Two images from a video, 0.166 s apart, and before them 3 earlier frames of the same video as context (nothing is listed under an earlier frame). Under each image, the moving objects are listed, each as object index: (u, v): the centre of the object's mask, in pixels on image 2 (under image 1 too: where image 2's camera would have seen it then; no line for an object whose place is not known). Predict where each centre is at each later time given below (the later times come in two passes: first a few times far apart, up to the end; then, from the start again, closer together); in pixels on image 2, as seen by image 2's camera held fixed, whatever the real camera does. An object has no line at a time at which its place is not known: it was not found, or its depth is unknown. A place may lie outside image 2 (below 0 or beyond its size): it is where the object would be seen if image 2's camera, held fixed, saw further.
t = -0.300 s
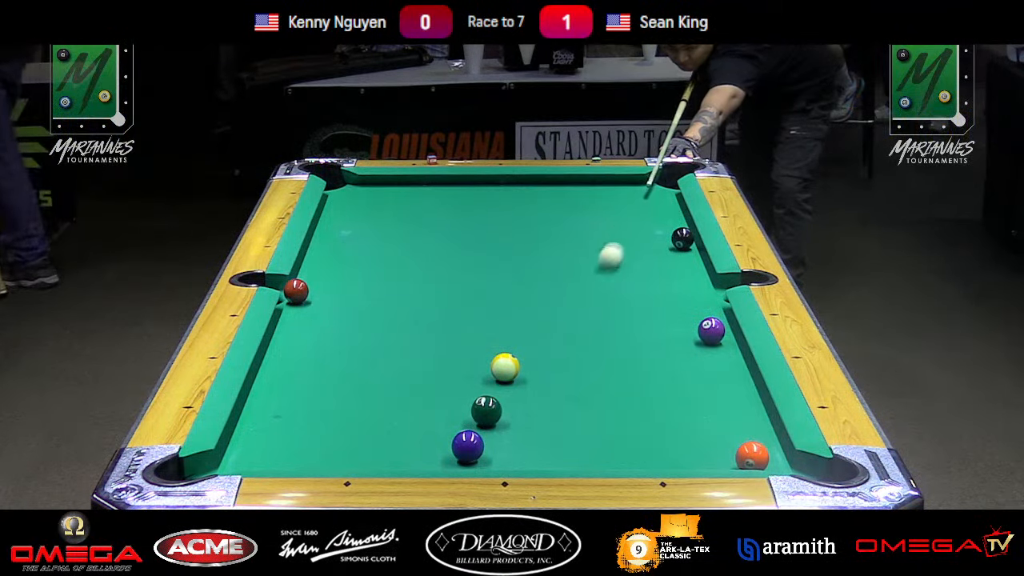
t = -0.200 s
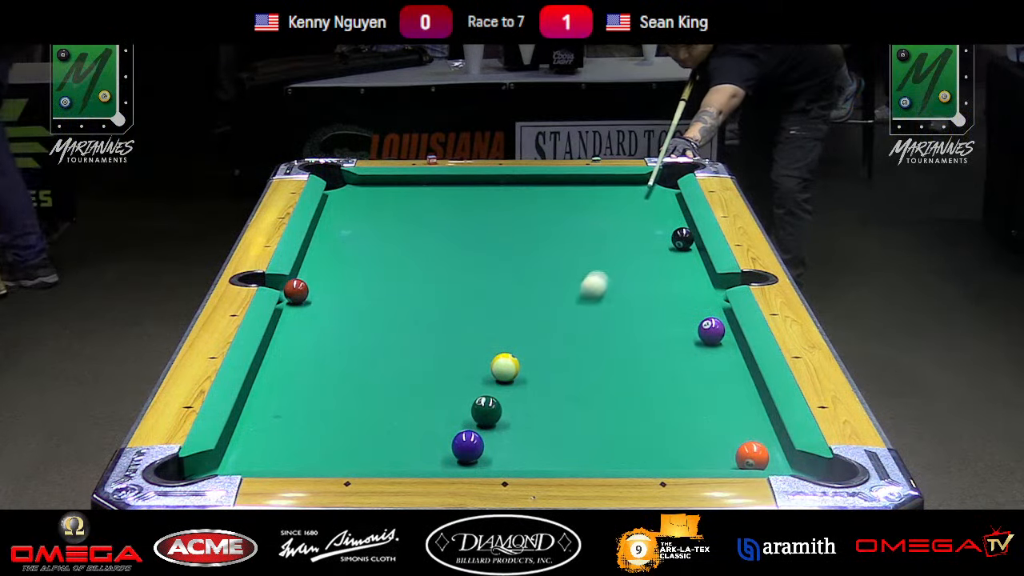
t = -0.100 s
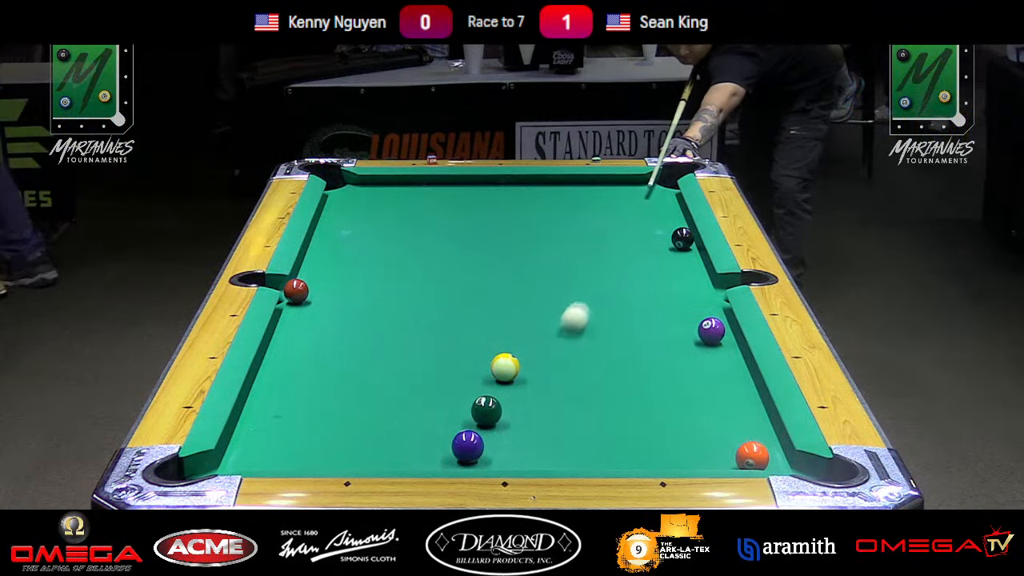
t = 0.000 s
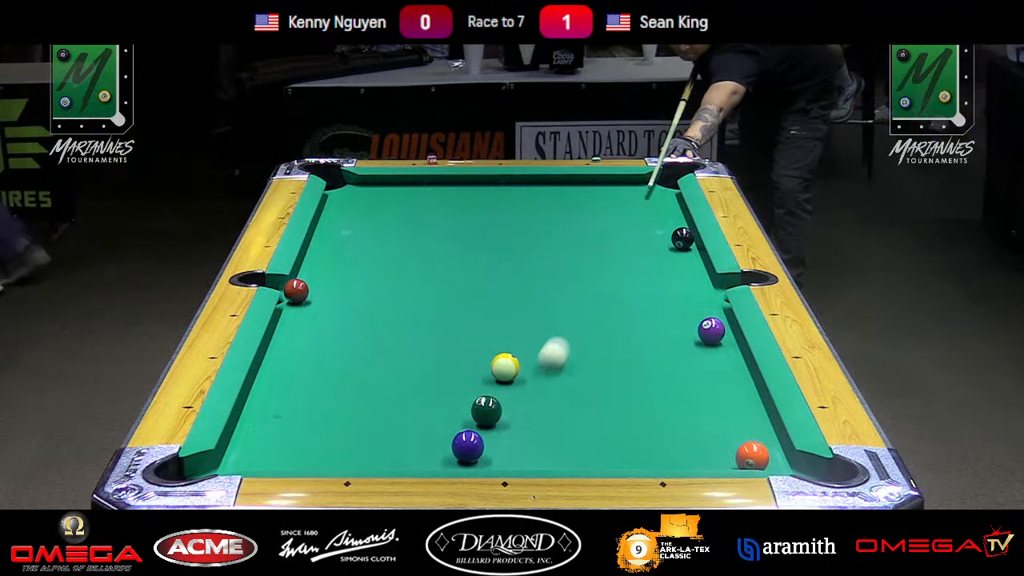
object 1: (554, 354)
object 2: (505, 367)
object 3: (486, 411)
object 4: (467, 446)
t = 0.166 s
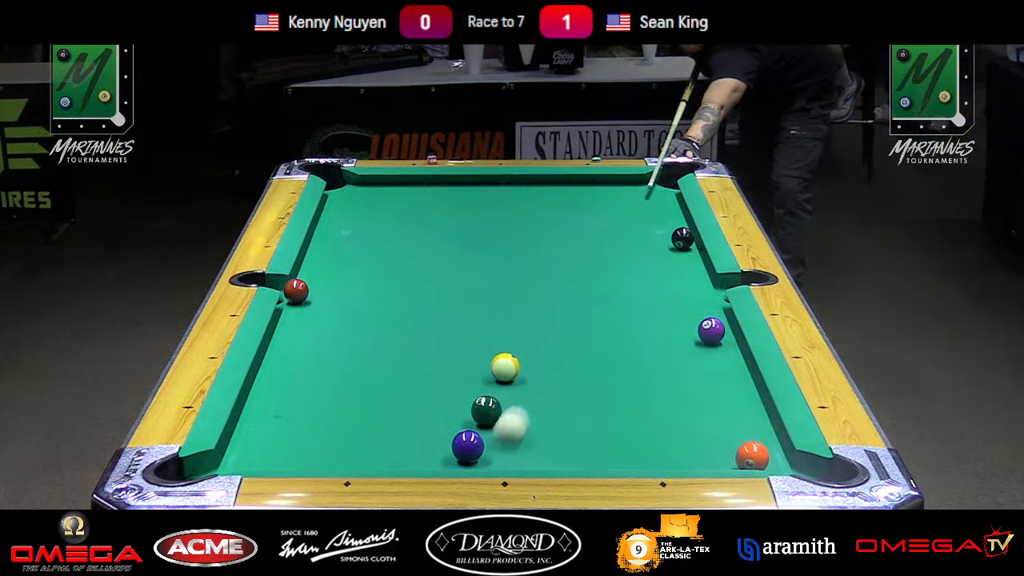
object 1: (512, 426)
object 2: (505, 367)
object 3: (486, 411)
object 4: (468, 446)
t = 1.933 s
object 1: (337, 333)
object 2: (511, 273)
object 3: (558, 346)
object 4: (278, 451)
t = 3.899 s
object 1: (460, 299)
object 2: (507, 216)
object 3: (566, 340)
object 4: (333, 452)
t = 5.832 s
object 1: (468, 296)
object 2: (505, 206)
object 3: (566, 339)
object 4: (334, 452)
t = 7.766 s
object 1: (468, 296)
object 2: (505, 206)
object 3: (566, 339)
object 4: (333, 451)
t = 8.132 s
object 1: (468, 296)
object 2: (505, 206)
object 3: (566, 339)
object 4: (333, 451)
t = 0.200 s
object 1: (503, 443)
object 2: (505, 367)
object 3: (486, 411)
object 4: (467, 446)
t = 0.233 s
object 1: (500, 455)
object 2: (505, 367)
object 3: (486, 411)
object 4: (459, 445)
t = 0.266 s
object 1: (496, 456)
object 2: (505, 367)
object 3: (486, 411)
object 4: (451, 446)
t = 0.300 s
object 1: (491, 449)
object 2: (505, 367)
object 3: (486, 411)
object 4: (443, 445)
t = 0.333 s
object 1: (486, 438)
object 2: (505, 367)
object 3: (486, 408)
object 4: (436, 446)
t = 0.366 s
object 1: (481, 427)
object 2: (505, 367)
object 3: (489, 406)
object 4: (429, 447)
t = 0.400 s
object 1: (474, 422)
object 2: (505, 367)
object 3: (490, 403)
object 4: (422, 447)
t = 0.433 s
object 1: (465, 420)
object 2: (505, 367)
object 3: (492, 399)
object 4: (415, 447)
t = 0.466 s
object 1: (456, 418)
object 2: (505, 366)
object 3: (496, 393)
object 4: (408, 447)
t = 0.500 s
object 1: (448, 415)
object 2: (506, 364)
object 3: (499, 387)
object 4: (401, 448)
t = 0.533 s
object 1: (440, 412)
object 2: (506, 362)
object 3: (502, 382)
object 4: (394, 448)
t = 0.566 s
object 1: (432, 410)
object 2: (505, 359)
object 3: (504, 378)
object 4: (387, 448)
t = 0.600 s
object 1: (425, 407)
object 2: (506, 357)
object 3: (506, 377)
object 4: (380, 448)
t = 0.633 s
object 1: (417, 404)
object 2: (506, 354)
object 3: (508, 376)
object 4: (374, 448)
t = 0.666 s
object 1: (409, 402)
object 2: (506, 353)
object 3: (510, 375)
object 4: (367, 448)
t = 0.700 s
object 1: (402, 399)
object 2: (506, 350)
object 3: (512, 374)
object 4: (360, 448)
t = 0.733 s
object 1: (395, 397)
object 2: (507, 348)
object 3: (513, 373)
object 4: (354, 448)
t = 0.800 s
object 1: (380, 391)
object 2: (507, 344)
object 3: (516, 372)
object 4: (341, 449)
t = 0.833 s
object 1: (373, 389)
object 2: (508, 341)
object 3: (518, 371)
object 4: (335, 449)
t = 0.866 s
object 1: (366, 387)
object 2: (508, 339)
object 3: (521, 369)
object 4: (328, 449)
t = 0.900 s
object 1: (359, 384)
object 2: (508, 336)
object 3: (522, 368)
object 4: (322, 449)
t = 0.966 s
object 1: (346, 379)
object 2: (509, 331)
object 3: (526, 366)
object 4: (309, 449)
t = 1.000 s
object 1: (339, 377)
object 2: (509, 329)
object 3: (527, 365)
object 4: (303, 449)
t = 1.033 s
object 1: (333, 374)
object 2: (509, 326)
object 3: (529, 364)
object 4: (297, 449)
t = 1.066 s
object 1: (327, 373)
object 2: (510, 324)
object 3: (530, 363)
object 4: (291, 449)
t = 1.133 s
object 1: (314, 368)
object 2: (510, 320)
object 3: (533, 362)
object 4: (279, 449)
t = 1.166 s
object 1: (308, 366)
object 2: (510, 317)
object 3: (535, 360)
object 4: (273, 450)
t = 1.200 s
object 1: (301, 363)
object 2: (510, 315)
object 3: (536, 359)
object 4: (267, 450)
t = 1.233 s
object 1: (296, 361)
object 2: (510, 312)
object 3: (537, 359)
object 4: (262, 449)
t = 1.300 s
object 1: (284, 356)
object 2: (510, 308)
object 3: (540, 358)
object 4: (250, 449)
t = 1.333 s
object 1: (278, 354)
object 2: (510, 306)
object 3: (541, 357)
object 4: (244, 449)
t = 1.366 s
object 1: (272, 352)
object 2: (510, 304)
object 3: (542, 356)
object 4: (239, 450)
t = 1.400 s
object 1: (274, 351)
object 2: (511, 302)
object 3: (543, 355)
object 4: (233, 450)
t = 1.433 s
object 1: (278, 349)
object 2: (511, 300)
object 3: (544, 355)
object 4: (232, 450)
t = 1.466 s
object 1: (283, 348)
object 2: (511, 298)
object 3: (546, 354)
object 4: (235, 450)
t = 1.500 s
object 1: (288, 348)
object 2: (511, 296)
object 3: (547, 353)
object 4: (238, 450)
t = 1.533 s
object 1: (291, 346)
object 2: (511, 294)
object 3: (548, 353)
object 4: (242, 450)
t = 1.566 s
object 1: (296, 345)
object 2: (511, 293)
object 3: (549, 352)
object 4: (245, 450)
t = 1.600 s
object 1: (299, 344)
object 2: (511, 290)
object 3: (550, 351)
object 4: (249, 451)
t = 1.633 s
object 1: (304, 343)
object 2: (511, 289)
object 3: (551, 351)
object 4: (252, 451)
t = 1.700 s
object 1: (311, 340)
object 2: (511, 285)
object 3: (553, 349)
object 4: (258, 451)
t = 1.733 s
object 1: (315, 339)
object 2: (511, 283)
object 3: (553, 349)
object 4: (261, 451)
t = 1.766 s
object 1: (319, 338)
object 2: (511, 282)
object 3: (554, 348)
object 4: (264, 451)
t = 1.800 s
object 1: (323, 337)
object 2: (511, 280)
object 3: (555, 348)
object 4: (267, 451)
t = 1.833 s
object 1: (326, 336)
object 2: (511, 278)
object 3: (556, 347)
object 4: (270, 451)
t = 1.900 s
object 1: (334, 334)
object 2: (511, 275)
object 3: (557, 346)
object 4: (275, 451)
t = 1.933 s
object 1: (337, 333)
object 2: (511, 273)
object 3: (558, 346)
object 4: (278, 451)
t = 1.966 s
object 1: (341, 332)
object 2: (511, 272)
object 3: (558, 346)
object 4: (280, 452)
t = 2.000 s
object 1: (344, 331)
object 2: (511, 270)
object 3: (559, 345)
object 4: (283, 452)
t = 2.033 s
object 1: (347, 331)
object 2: (511, 268)
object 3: (559, 345)
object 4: (285, 452)
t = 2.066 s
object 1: (351, 330)
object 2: (510, 267)
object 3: (560, 344)
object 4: (288, 452)
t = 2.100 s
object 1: (354, 329)
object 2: (510, 266)
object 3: (560, 344)
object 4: (290, 452)
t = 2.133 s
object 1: (357, 328)
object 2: (510, 264)
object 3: (561, 344)
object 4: (292, 452)
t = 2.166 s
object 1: (361, 327)
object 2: (510, 263)
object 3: (561, 343)
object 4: (295, 452)
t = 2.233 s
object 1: (367, 325)
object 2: (509, 260)
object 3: (562, 343)
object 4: (299, 452)
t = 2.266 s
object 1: (370, 324)
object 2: (509, 259)
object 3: (563, 342)
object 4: (301, 452)
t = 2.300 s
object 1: (373, 323)
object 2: (509, 257)
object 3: (563, 342)
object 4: (303, 452)
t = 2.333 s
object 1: (376, 323)
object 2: (509, 256)
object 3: (563, 342)
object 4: (305, 452)
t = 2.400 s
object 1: (381, 321)
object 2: (509, 253)
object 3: (564, 341)
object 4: (309, 452)
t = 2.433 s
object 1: (384, 321)
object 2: (509, 252)
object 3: (564, 341)
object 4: (310, 452)
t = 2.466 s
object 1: (387, 320)
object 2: (509, 251)
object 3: (565, 341)
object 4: (312, 452)
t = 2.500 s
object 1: (389, 319)
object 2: (509, 250)
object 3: (565, 341)
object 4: (314, 452)
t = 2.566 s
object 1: (395, 318)
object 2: (509, 248)
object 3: (565, 340)
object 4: (317, 452)
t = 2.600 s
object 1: (397, 317)
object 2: (509, 247)
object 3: (565, 340)
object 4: (318, 452)
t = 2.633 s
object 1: (399, 316)
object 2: (509, 246)
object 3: (565, 340)
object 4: (320, 452)
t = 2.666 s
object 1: (402, 315)
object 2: (509, 244)
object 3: (565, 340)
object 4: (321, 452)
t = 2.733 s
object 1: (407, 314)
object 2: (509, 242)
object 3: (565, 340)
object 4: (323, 452)
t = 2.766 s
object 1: (409, 314)
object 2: (509, 241)
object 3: (566, 340)
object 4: (324, 452)
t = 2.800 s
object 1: (411, 313)
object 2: (509, 240)
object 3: (566, 340)
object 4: (325, 452)
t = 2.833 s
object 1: (413, 312)
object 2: (509, 239)
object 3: (566, 340)
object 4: (326, 452)
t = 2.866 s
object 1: (415, 312)
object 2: (509, 238)
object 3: (566, 340)
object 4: (327, 451)
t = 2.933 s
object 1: (419, 311)
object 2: (509, 236)
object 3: (566, 340)
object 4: (329, 452)
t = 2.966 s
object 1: (422, 310)
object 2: (509, 235)
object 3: (566, 340)
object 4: (330, 451)
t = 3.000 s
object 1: (424, 309)
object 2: (509, 234)
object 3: (566, 340)
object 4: (330, 452)
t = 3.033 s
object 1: (425, 309)
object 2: (509, 233)
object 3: (566, 340)
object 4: (331, 452)
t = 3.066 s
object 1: (427, 309)
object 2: (509, 232)
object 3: (566, 340)
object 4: (332, 451)
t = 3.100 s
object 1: (429, 308)
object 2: (509, 232)
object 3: (566, 340)
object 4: (332, 451)
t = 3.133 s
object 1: (431, 307)
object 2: (509, 231)
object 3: (566, 340)
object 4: (332, 451)
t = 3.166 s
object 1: (433, 307)
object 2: (509, 230)
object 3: (566, 340)
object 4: (333, 451)
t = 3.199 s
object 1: (435, 307)
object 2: (509, 229)
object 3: (566, 340)
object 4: (333, 451)
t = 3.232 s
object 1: (436, 306)
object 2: (509, 228)
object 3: (566, 340)
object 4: (334, 451)
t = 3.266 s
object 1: (438, 306)
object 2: (509, 227)
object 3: (566, 340)
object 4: (334, 451)
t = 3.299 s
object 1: (439, 305)
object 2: (509, 227)
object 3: (566, 340)
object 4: (334, 451)
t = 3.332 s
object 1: (441, 305)
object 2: (509, 226)
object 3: (566, 340)
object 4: (334, 451)
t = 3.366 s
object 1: (442, 304)
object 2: (509, 225)
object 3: (566, 340)
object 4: (334, 452)
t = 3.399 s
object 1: (444, 304)
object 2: (509, 224)
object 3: (566, 340)
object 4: (334, 451)
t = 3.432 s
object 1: (445, 303)
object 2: (508, 224)
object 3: (566, 340)
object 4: (334, 451)
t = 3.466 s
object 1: (446, 303)
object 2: (508, 223)
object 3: (566, 340)
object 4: (334, 451)
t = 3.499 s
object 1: (448, 303)
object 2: (508, 222)
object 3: (566, 340)
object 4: (334, 451)
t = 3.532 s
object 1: (449, 303)
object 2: (508, 222)
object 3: (566, 340)
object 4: (334, 451)
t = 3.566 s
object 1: (450, 302)
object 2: (508, 221)
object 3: (566, 340)
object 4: (334, 451)
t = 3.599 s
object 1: (452, 302)
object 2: (508, 220)
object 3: (566, 340)
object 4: (333, 451)
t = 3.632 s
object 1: (453, 302)
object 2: (508, 220)
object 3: (566, 340)
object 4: (333, 451)
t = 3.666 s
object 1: (454, 301)
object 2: (507, 219)
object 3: (566, 340)
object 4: (333, 451)
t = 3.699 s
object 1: (455, 301)
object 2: (507, 219)
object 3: (566, 340)
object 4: (333, 451)
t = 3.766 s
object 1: (457, 300)
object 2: (507, 218)
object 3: (566, 340)
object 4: (333, 451)
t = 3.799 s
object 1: (457, 300)
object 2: (507, 217)
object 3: (566, 340)
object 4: (333, 451)
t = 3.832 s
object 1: (458, 300)
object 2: (507, 217)
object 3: (566, 340)
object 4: (333, 451)
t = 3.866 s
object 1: (459, 300)
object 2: (507, 216)
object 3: (566, 340)
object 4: (333, 451)
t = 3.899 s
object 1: (460, 299)
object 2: (507, 216)
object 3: (566, 340)
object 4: (333, 452)
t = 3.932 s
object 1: (461, 299)
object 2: (507, 215)
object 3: (566, 340)
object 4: (333, 451)
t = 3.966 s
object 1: (462, 299)
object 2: (507, 215)
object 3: (566, 340)
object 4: (333, 451)
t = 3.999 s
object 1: (463, 299)
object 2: (507, 214)
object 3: (566, 340)
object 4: (333, 451)
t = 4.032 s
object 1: (463, 298)
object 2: (507, 214)
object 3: (566, 340)
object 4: (333, 451)
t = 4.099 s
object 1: (464, 298)
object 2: (507, 213)
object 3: (566, 340)
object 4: (333, 452)
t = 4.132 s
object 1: (465, 298)
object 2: (507, 212)
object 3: (566, 340)
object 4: (333, 451)
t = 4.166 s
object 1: (465, 298)
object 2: (507, 212)
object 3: (566, 340)
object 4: (333, 451)
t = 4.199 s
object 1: (466, 298)
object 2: (507, 212)
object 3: (566, 340)
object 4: (333, 451)
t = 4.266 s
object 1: (467, 297)
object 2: (506, 211)
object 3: (566, 340)
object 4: (333, 451)
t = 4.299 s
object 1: (467, 297)
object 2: (506, 211)
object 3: (566, 340)
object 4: (333, 452)
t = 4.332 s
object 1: (467, 297)
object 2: (506, 210)
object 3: (566, 340)
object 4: (333, 451)
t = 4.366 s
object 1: (467, 297)
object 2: (506, 210)
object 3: (566, 340)
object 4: (333, 451)
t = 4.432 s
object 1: (468, 297)
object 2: (506, 209)
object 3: (566, 339)
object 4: (333, 452)
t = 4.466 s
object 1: (468, 297)
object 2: (505, 209)
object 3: (566, 339)
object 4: (333, 451)
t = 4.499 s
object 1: (468, 297)
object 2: (505, 209)
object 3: (566, 339)
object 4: (333, 451)
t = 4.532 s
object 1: (469, 296)
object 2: (505, 209)
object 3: (566, 339)
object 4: (333, 451)
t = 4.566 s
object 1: (469, 296)
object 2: (505, 209)
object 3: (566, 339)
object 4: (333, 451)
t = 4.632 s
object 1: (469, 296)
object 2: (505, 208)
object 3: (566, 339)
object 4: (334, 452)
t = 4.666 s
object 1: (469, 296)
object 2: (505, 208)
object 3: (566, 339)
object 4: (333, 451)
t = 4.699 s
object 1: (469, 296)
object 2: (504, 208)
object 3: (566, 339)
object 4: (333, 451)
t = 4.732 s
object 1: (469, 296)
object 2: (504, 208)
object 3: (566, 339)
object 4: (333, 451)
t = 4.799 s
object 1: (469, 296)
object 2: (504, 207)
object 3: (566, 339)
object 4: (334, 451)
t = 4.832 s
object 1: (469, 296)
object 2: (504, 207)
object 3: (566, 339)
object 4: (334, 452)
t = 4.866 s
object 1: (469, 296)
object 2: (504, 207)
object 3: (566, 339)
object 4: (334, 452)
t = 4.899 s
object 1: (469, 296)
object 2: (504, 207)
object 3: (566, 339)
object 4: (334, 452)
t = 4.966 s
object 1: (469, 296)
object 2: (504, 207)
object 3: (566, 339)
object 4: (333, 452)
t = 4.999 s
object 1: (469, 296)
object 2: (504, 207)
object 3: (566, 339)
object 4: (333, 452)
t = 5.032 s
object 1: (469, 297)
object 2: (504, 207)
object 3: (566, 339)
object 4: (334, 452)
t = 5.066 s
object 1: (469, 296)
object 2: (504, 207)
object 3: (566, 339)
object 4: (333, 452)
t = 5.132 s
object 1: (469, 296)
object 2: (504, 207)
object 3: (566, 339)
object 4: (333, 452)
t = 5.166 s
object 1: (469, 296)
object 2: (505, 207)
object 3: (566, 339)
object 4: (334, 452)
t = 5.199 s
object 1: (469, 296)
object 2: (505, 206)
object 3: (566, 339)
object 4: (334, 452)
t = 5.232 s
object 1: (469, 296)
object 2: (505, 206)
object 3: (566, 339)
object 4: (334, 452)
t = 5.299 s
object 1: (468, 296)
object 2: (505, 206)
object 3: (566, 339)
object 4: (333, 452)
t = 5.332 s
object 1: (469, 296)
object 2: (505, 206)
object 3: (566, 339)
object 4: (334, 452)
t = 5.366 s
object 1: (469, 296)
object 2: (505, 206)
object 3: (566, 339)
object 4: (334, 452)
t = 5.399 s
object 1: (469, 296)
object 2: (505, 206)
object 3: (566, 339)
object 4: (334, 452)
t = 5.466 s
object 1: (469, 296)
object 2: (505, 206)
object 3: (566, 339)
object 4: (334, 452)
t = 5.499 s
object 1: (469, 296)
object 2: (505, 206)
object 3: (566, 339)
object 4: (334, 452)
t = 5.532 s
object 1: (469, 296)
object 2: (505, 206)
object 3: (566, 339)
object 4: (334, 452)
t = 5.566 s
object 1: (469, 296)
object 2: (505, 206)
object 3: (566, 339)
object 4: (334, 452)
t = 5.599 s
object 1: (469, 296)
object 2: (505, 206)
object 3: (566, 339)
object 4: (334, 452)
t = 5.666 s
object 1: (469, 296)
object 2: (505, 206)
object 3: (566, 339)
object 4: (334, 452)
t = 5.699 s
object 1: (469, 296)
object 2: (505, 206)
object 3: (566, 339)
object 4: (334, 452)
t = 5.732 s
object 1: (469, 296)
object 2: (505, 206)
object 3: (566, 339)
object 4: (334, 452)
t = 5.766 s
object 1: (469, 296)
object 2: (505, 206)
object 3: (566, 339)
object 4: (334, 452)
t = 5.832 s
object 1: (468, 296)
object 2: (505, 206)
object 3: (566, 339)
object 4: (334, 452)
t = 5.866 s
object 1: (468, 296)
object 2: (505, 206)
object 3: (566, 339)
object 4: (334, 452)
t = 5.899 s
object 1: (468, 296)
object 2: (505, 206)
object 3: (566, 339)
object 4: (334, 452)
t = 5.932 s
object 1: (469, 296)
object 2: (505, 206)
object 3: (566, 339)
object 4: (334, 452)
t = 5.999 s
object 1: (468, 296)
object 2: (505, 206)
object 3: (566, 339)
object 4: (334, 452)
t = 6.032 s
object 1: (468, 296)
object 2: (505, 206)
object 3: (566, 339)
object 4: (333, 452)
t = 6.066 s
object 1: (469, 296)
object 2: (505, 206)
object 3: (566, 339)
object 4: (333, 452)
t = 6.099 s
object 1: (468, 296)
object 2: (505, 206)
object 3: (566, 339)
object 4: (333, 452)
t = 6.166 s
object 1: (468, 296)
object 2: (505, 206)
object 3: (566, 339)
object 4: (333, 452)
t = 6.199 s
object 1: (468, 296)
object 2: (505, 206)
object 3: (566, 339)
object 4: (333, 452)
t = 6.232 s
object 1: (468, 296)
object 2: (505, 206)
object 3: (566, 339)
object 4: (333, 451)
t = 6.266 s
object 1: (468, 296)
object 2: (505, 206)
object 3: (566, 339)
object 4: (333, 451)
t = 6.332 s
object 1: (468, 296)
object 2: (505, 206)
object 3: (566, 339)
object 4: (333, 451)
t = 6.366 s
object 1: (468, 296)
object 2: (505, 206)
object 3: (566, 339)
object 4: (333, 452)
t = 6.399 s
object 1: (468, 296)
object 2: (505, 206)
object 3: (566, 339)
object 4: (333, 452)
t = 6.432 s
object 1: (468, 296)
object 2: (505, 206)
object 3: (566, 339)
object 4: (333, 452)
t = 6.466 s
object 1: (468, 296)
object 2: (505, 206)
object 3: (566, 339)
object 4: (333, 451)
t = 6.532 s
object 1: (468, 296)
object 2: (505, 206)
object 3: (566, 339)
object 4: (333, 452)
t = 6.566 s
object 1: (468, 296)
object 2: (505, 206)
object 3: (566, 339)
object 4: (333, 451)
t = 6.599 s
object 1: (468, 296)
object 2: (505, 206)
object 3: (566, 339)
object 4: (333, 451)
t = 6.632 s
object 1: (468, 296)
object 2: (505, 206)
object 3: (566, 339)
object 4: (333, 451)
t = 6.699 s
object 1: (468, 296)
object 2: (505, 206)
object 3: (566, 339)
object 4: (333, 451)
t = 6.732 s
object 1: (468, 296)
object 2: (505, 206)
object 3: (566, 339)
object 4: (333, 452)
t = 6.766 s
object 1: (468, 296)
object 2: (505, 206)
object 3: (566, 339)
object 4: (333, 451)
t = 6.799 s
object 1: (468, 296)
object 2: (505, 206)
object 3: (566, 339)
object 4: (333, 451)
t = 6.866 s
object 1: (468, 296)
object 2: (505, 206)
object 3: (566, 339)
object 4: (333, 451)
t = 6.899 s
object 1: (468, 296)
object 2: (505, 206)
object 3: (566, 339)
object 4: (333, 451)
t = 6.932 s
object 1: (468, 296)
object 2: (505, 206)
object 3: (566, 339)
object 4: (333, 451)
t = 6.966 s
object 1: (468, 296)
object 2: (505, 206)
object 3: (566, 339)
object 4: (333, 451)
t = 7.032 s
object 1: (468, 296)
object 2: (505, 206)
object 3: (566, 339)
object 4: (333, 451)
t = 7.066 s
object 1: (469, 296)
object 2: (505, 206)
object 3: (566, 339)
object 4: (333, 451)
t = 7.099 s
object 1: (469, 296)
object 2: (505, 206)
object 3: (566, 339)
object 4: (333, 451)
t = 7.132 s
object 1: (468, 296)
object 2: (505, 206)
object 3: (566, 339)
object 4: (333, 451)
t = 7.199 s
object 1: (469, 296)
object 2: (505, 206)
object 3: (566, 339)
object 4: (333, 451)
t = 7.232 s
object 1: (468, 296)
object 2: (505, 206)
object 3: (566, 339)
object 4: (333, 451)
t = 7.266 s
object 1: (469, 296)
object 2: (505, 206)
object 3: (566, 339)
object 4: (333, 451)
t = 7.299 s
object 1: (469, 296)
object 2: (505, 206)
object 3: (566, 339)
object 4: (333, 451)
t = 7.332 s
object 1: (469, 296)
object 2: (505, 206)
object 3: (566, 339)
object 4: (333, 451)
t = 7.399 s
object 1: (468, 296)
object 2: (505, 206)
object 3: (566, 339)
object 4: (333, 451)
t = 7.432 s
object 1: (468, 296)
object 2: (505, 206)
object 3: (566, 339)
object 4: (333, 451)
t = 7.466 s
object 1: (468, 296)
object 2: (505, 206)
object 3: (566, 339)
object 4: (333, 451)
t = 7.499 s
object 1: (469, 296)
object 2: (505, 206)
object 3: (566, 339)
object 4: (333, 451)
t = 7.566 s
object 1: (468, 296)
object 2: (505, 206)
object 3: (566, 339)
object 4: (333, 451)
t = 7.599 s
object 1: (468, 296)
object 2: (505, 206)
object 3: (566, 339)
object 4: (333, 451)
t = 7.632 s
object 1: (468, 296)
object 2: (505, 206)
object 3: (566, 339)
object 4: (333, 451)
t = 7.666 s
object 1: (468, 296)
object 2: (505, 206)
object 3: (566, 339)
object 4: (333, 451)
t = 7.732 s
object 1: (468, 296)
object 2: (505, 206)
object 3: (566, 339)
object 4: (333, 451)
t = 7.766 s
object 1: (468, 296)
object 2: (505, 206)
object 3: (566, 339)
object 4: (333, 451)
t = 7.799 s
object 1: (468, 296)
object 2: (505, 206)
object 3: (566, 339)
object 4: (333, 451)
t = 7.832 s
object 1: (468, 296)
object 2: (505, 206)
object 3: (566, 339)
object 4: (333, 451)
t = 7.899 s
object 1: (468, 296)
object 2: (505, 206)
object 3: (566, 339)
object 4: (333, 451)
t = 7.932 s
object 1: (468, 296)
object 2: (505, 206)
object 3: (566, 339)
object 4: (333, 451)
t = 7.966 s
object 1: (468, 296)
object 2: (505, 206)
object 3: (566, 339)
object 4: (333, 451)
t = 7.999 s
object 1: (468, 296)
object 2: (505, 206)
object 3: (566, 339)
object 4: (333, 451)
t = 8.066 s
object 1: (468, 296)
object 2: (505, 206)
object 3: (566, 339)
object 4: (333, 451)
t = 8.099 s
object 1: (468, 296)
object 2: (505, 206)
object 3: (566, 339)
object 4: (333, 451)
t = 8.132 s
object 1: (468, 296)
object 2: (505, 206)
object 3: (566, 339)
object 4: (333, 451)
